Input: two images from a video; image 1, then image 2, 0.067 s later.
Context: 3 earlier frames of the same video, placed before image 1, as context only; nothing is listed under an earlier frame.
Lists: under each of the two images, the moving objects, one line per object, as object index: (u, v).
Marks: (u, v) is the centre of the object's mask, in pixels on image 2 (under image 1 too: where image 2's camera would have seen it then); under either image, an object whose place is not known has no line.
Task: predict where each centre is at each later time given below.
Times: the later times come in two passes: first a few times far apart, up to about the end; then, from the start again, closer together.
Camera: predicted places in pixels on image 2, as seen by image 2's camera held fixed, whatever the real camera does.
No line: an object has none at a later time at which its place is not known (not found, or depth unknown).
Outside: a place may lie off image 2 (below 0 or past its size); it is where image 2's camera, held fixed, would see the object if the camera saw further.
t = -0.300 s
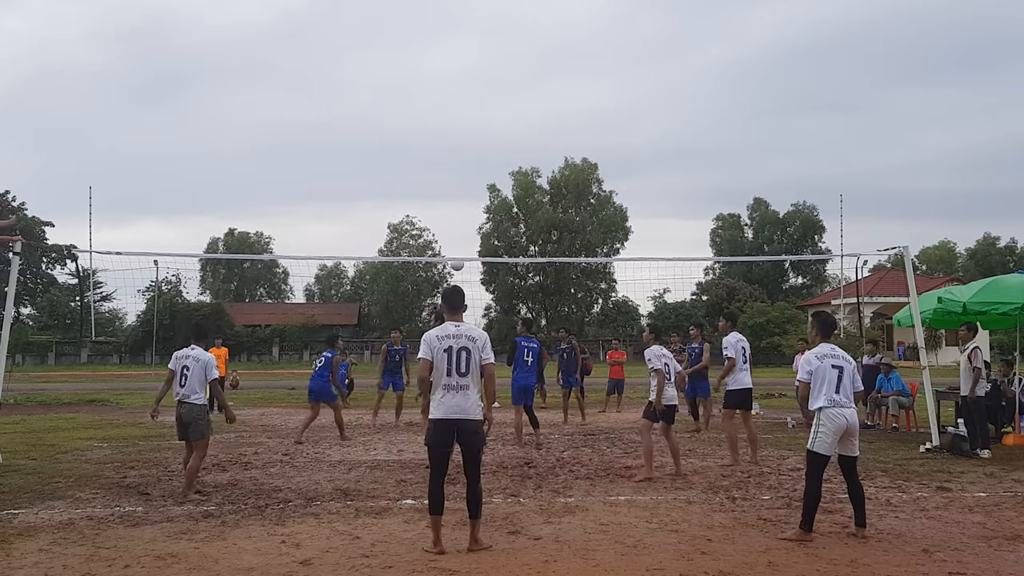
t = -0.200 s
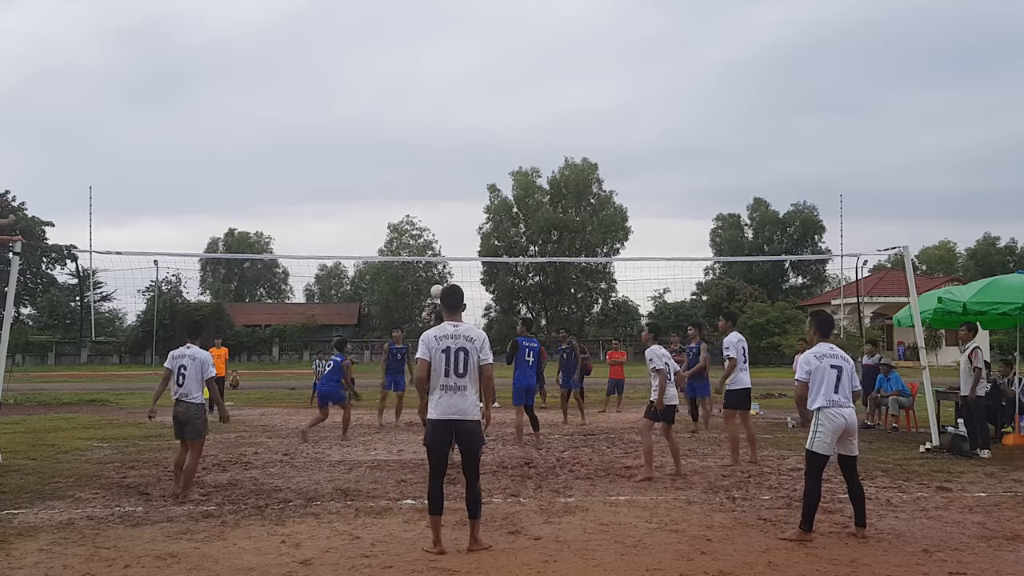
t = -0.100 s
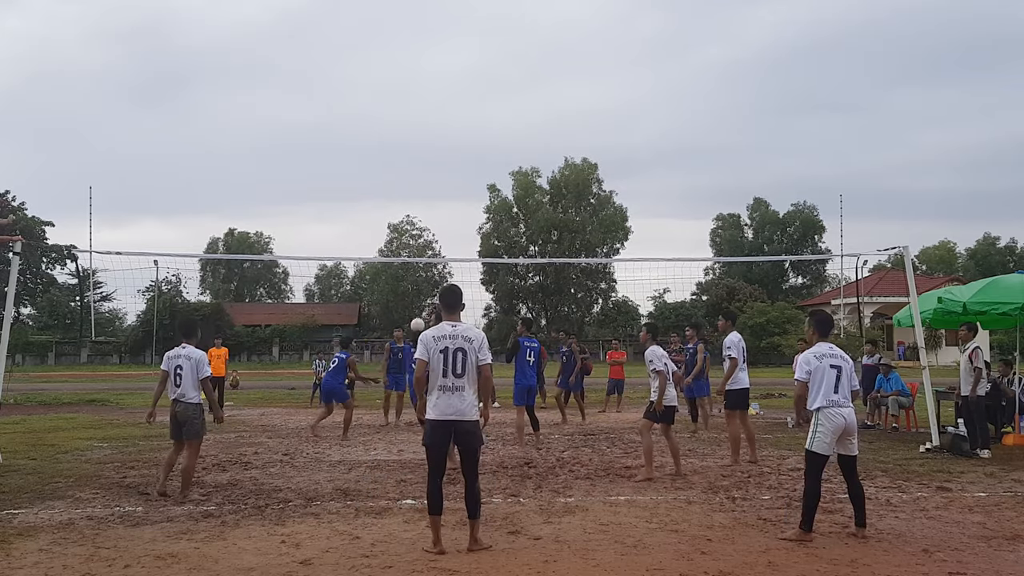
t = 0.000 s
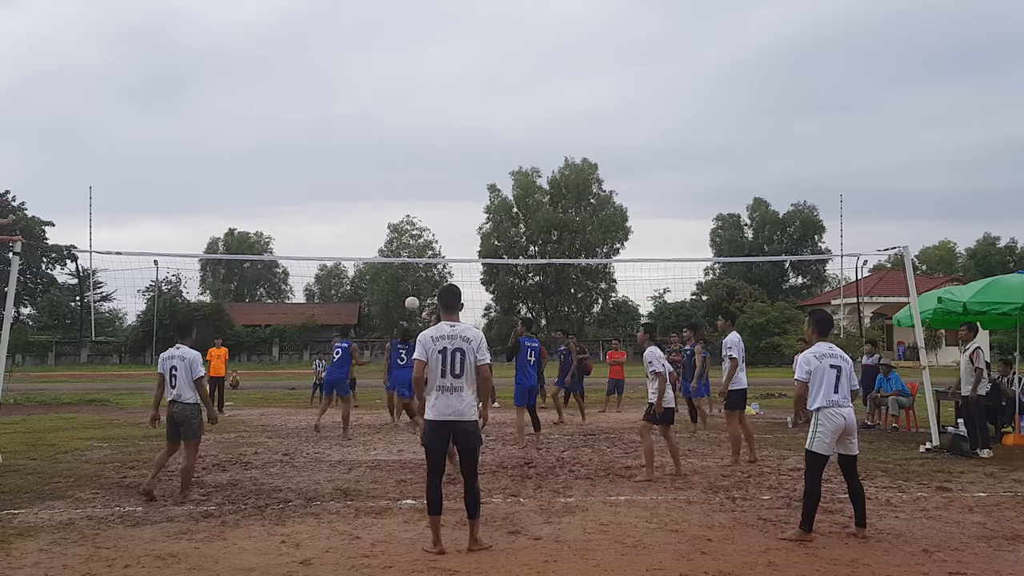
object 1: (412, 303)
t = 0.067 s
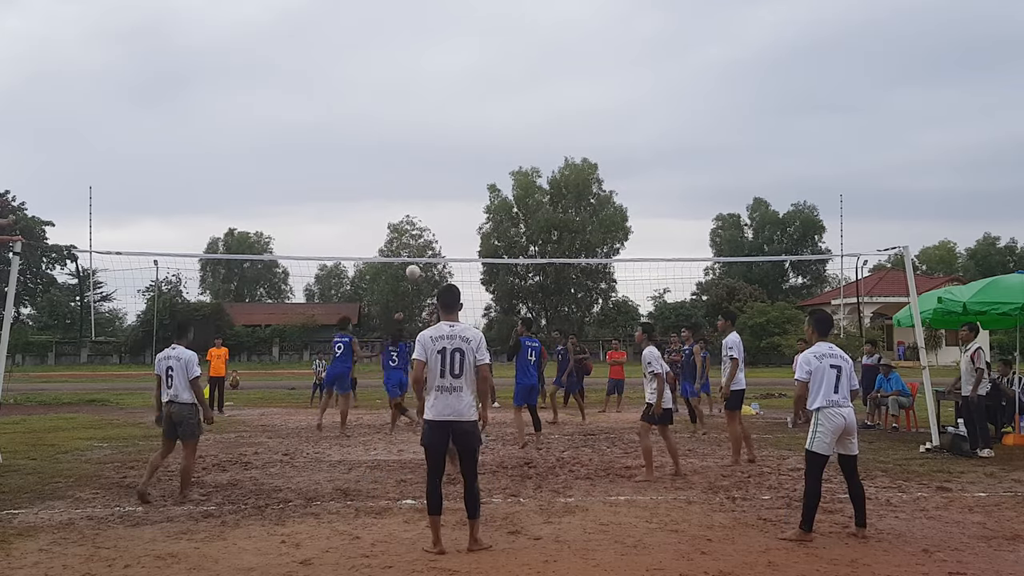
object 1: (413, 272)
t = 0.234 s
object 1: (415, 204)
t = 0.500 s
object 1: (418, 126)
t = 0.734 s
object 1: (419, 95)
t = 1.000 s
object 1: (419, 103)
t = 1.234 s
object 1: (419, 153)
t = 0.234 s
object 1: (415, 204)
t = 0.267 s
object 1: (415, 193)
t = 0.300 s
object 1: (416, 181)
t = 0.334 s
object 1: (416, 171)
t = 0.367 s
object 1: (416, 161)
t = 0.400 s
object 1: (417, 151)
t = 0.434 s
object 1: (417, 142)
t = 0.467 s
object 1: (417, 134)
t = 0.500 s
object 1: (418, 126)
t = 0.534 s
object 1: (418, 120)
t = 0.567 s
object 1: (418, 114)
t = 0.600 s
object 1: (418, 109)
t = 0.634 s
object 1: (419, 105)
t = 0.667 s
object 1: (419, 101)
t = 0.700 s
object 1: (419, 98)
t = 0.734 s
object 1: (419, 95)
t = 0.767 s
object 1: (419, 93)
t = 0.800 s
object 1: (419, 93)
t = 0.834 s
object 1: (419, 92)
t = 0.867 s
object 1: (419, 93)
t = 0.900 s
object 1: (419, 94)
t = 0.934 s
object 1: (419, 97)
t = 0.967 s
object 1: (419, 99)
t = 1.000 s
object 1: (419, 103)
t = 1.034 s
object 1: (419, 108)
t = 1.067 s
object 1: (419, 113)
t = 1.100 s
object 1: (419, 120)
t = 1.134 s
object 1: (419, 127)
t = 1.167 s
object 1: (419, 135)
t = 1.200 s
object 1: (419, 144)
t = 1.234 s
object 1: (419, 153)
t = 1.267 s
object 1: (418, 164)
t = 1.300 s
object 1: (418, 175)
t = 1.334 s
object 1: (418, 188)
